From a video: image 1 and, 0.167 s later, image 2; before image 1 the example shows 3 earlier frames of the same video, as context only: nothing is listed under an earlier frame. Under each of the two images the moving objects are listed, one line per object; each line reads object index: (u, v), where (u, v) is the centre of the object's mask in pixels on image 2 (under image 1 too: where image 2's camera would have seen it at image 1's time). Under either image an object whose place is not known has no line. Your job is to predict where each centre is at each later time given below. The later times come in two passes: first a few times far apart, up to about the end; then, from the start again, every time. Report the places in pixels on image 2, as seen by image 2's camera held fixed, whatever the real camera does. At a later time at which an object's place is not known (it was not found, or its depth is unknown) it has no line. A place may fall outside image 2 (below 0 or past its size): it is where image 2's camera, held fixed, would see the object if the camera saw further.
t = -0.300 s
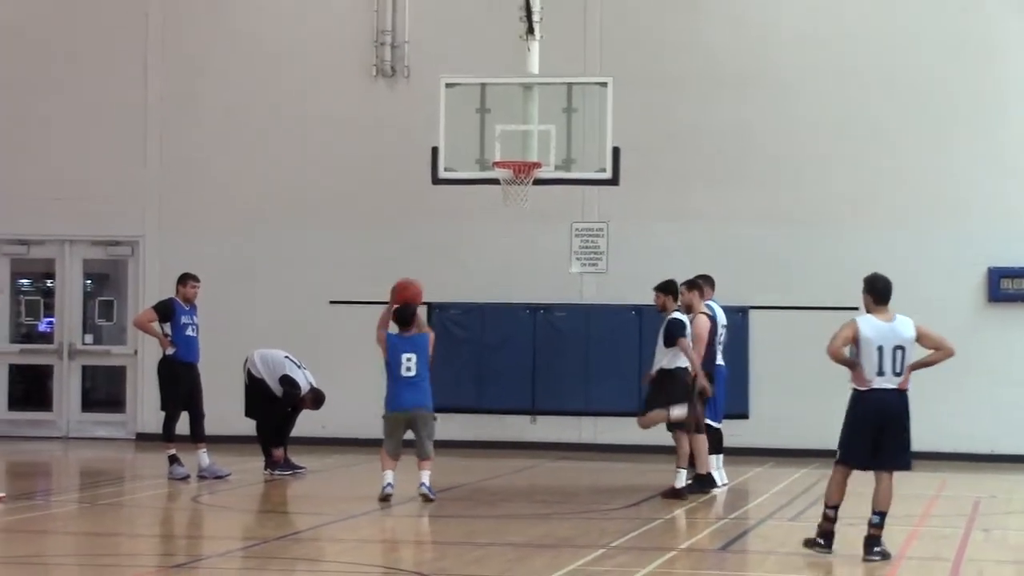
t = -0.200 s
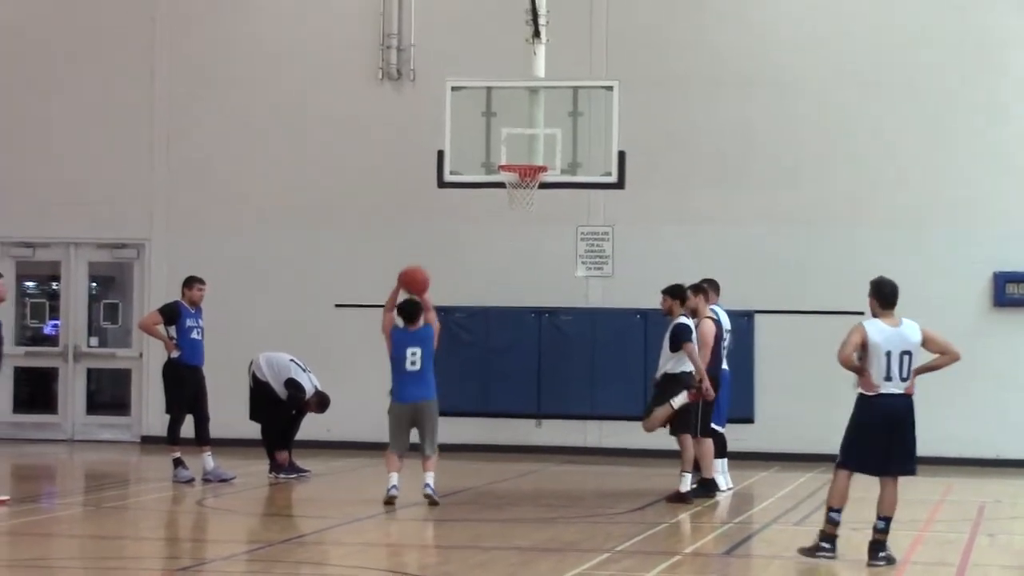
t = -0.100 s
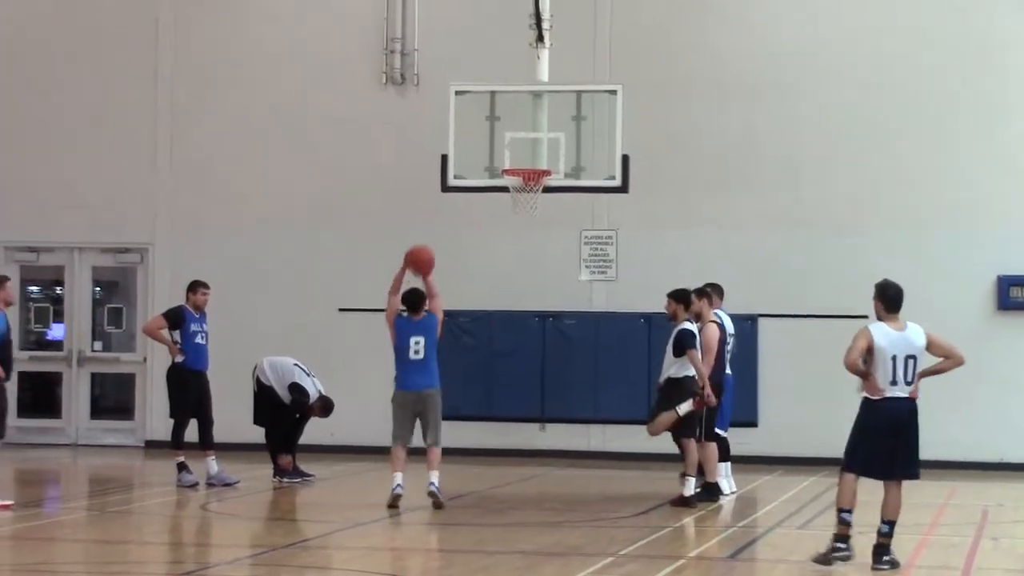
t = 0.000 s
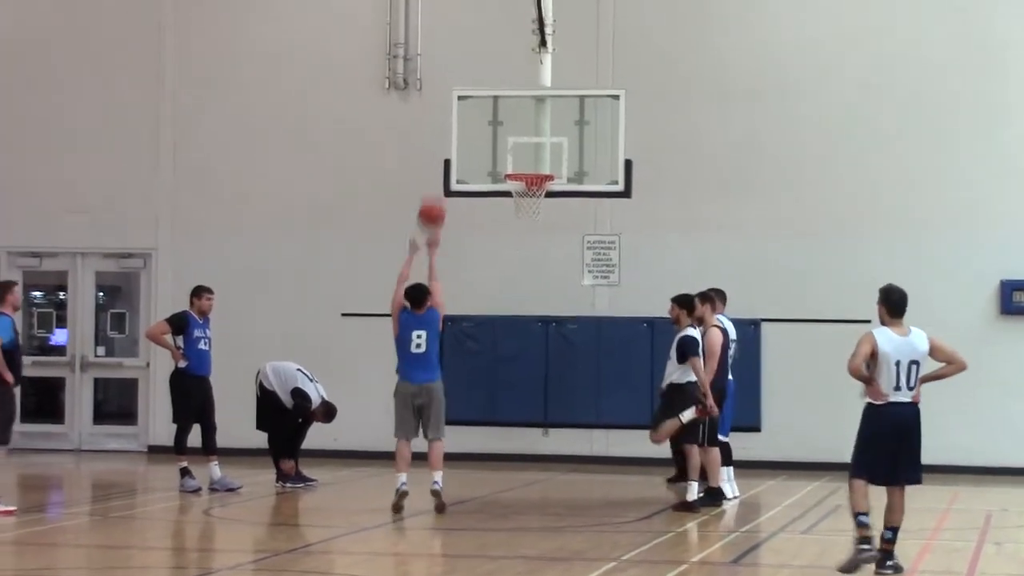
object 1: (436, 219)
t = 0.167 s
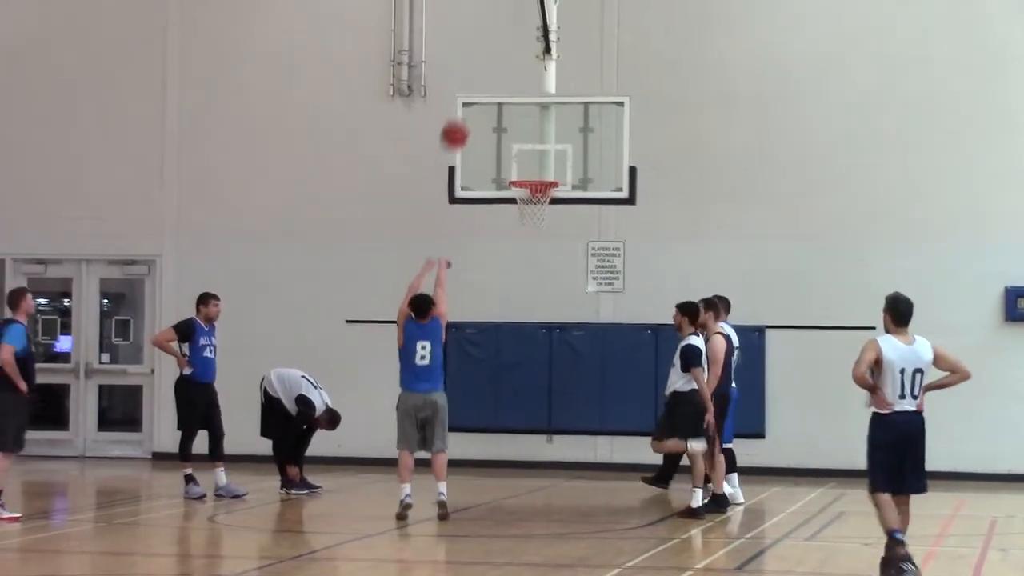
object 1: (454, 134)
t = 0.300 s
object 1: (469, 90)
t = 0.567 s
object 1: (495, 65)
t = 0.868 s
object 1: (521, 123)
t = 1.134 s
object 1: (536, 160)
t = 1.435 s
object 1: (543, 161)
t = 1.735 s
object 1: (535, 195)
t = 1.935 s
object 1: (536, 252)
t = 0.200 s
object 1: (458, 122)
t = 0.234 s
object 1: (462, 110)
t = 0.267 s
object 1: (465, 99)
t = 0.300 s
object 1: (469, 90)
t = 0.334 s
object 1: (472, 82)
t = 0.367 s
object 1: (476, 76)
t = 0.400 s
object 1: (479, 71)
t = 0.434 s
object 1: (482, 68)
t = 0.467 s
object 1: (486, 65)
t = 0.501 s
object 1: (489, 64)
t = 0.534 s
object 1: (492, 64)
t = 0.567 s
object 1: (495, 65)
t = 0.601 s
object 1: (498, 67)
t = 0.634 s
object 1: (501, 70)
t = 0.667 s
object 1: (504, 75)
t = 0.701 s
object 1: (506, 80)
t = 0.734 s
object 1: (509, 86)
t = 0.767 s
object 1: (512, 94)
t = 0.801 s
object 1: (515, 103)
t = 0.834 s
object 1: (518, 114)
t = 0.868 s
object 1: (521, 123)
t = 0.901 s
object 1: (524, 135)
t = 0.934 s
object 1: (526, 148)
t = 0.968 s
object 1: (529, 162)
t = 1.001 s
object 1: (530, 169)
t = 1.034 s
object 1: (533, 165)
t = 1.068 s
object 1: (534, 162)
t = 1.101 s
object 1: (535, 160)
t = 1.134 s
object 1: (536, 160)
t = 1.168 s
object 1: (538, 160)
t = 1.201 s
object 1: (539, 161)
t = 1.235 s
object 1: (540, 163)
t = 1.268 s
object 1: (541, 167)
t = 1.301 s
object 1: (543, 170)
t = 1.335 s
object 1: (544, 168)
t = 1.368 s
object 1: (544, 165)
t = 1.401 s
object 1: (544, 162)
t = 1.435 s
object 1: (543, 161)
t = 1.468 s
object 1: (542, 160)
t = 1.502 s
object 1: (542, 160)
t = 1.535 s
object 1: (541, 161)
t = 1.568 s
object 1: (541, 164)
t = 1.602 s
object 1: (540, 168)
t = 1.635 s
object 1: (540, 171)
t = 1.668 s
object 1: (539, 174)
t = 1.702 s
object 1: (539, 178)
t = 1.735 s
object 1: (535, 195)
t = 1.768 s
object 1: (533, 203)
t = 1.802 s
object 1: (537, 209)
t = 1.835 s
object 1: (536, 218)
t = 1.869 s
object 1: (535, 230)
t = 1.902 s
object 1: (536, 240)
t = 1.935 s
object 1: (536, 252)
